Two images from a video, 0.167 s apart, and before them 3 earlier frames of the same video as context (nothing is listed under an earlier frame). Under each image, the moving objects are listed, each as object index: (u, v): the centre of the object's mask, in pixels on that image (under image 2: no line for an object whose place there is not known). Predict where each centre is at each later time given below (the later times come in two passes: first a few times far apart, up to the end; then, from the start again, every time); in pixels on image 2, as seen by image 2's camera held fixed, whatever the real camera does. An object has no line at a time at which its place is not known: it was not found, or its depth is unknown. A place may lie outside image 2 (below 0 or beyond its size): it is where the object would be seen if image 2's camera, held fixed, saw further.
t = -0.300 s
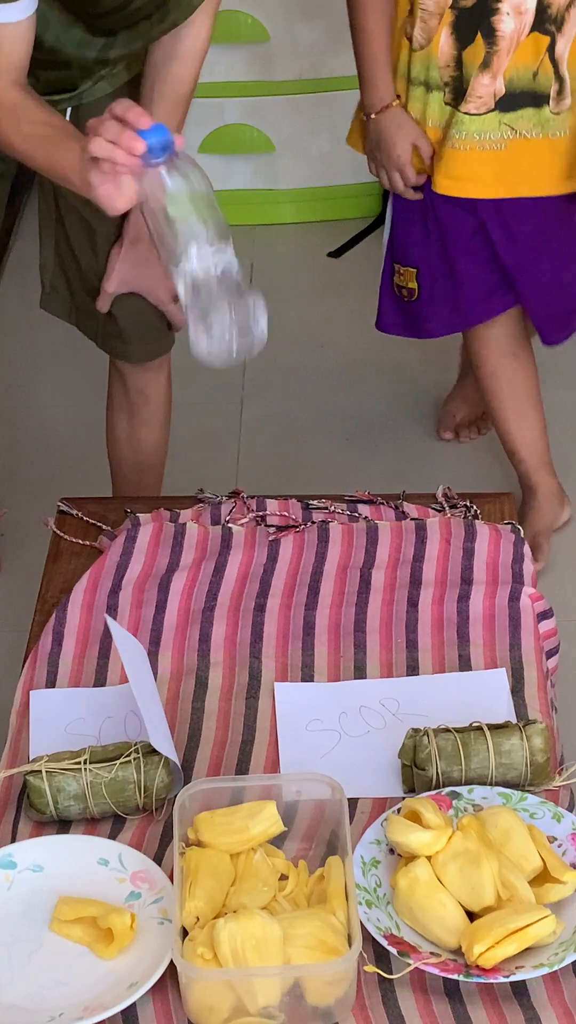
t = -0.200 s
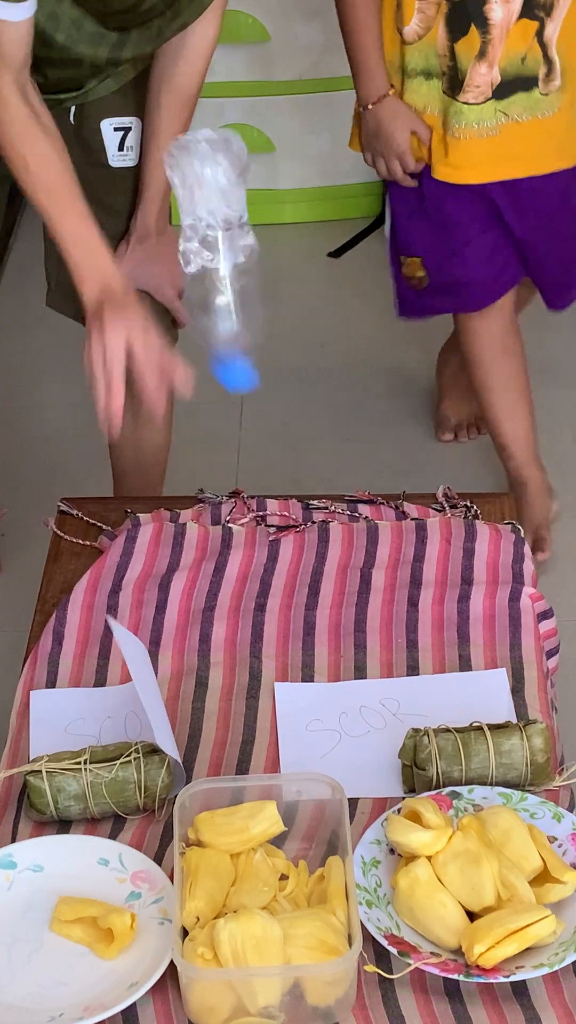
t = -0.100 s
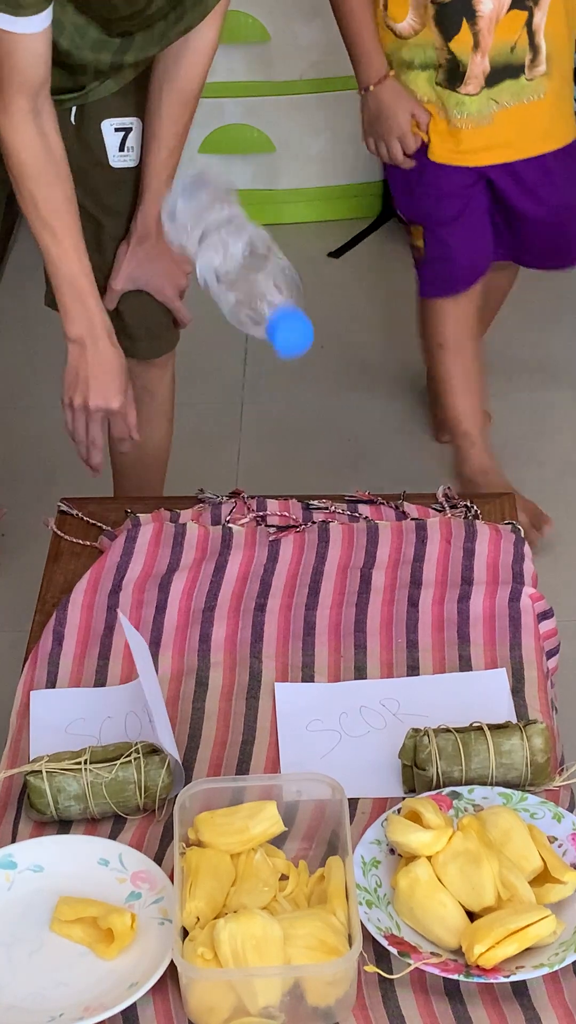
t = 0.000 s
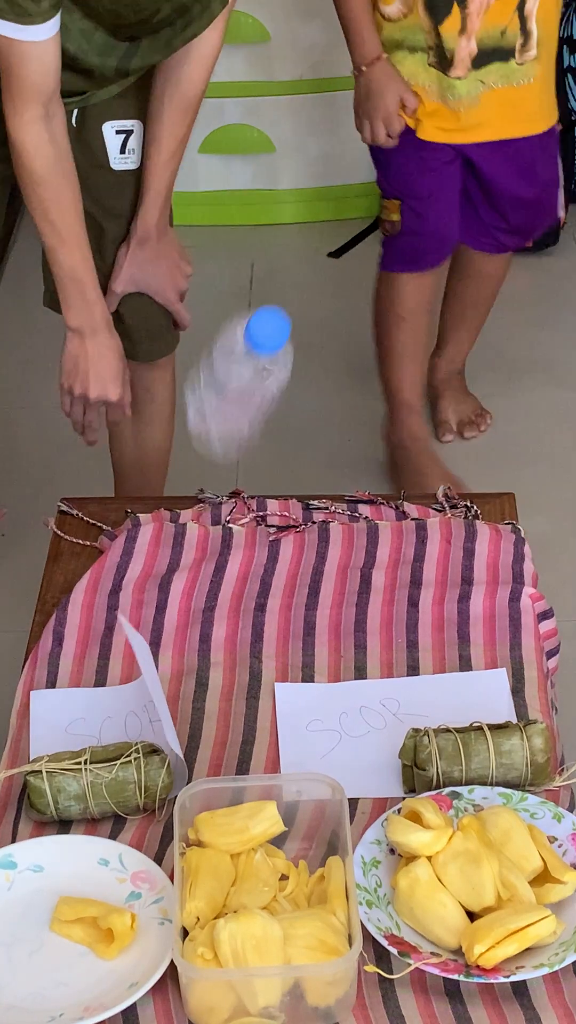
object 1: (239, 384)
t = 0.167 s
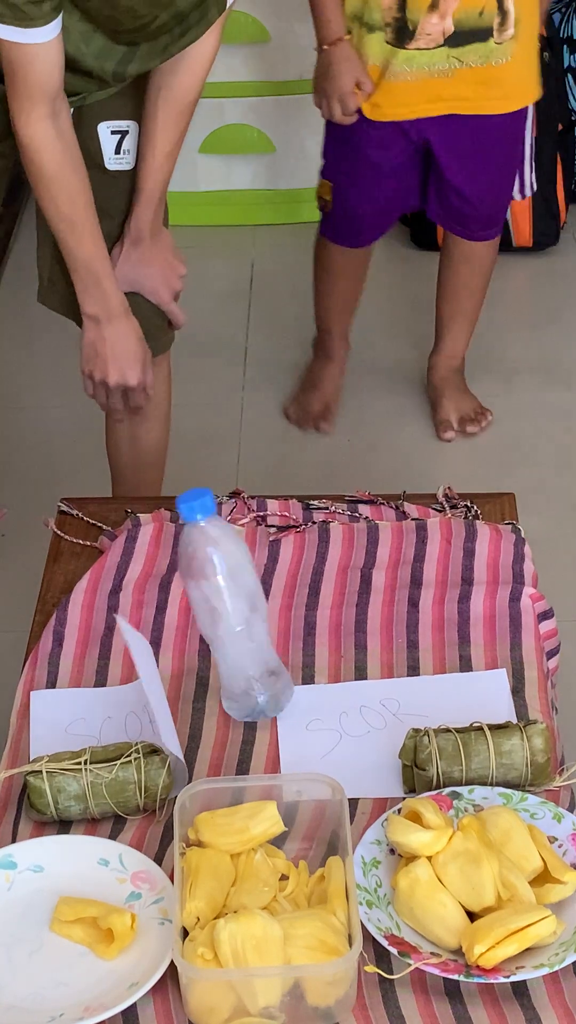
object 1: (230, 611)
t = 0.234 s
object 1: (217, 613)
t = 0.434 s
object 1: (136, 653)
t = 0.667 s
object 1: (124, 665)
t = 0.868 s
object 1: (125, 664)
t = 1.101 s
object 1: (125, 665)
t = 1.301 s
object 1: (125, 665)
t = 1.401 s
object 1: (125, 664)
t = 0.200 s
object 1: (225, 612)
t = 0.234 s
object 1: (217, 613)
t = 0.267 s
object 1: (209, 614)
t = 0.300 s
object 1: (200, 615)
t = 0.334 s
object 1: (187, 617)
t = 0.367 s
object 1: (172, 624)
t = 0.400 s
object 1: (153, 634)
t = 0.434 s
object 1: (136, 653)
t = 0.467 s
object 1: (128, 667)
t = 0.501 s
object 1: (124, 666)
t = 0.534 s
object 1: (125, 665)
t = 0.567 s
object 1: (125, 665)
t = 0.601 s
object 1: (124, 665)
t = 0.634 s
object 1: (124, 667)
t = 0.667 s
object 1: (124, 665)
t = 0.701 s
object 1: (124, 666)
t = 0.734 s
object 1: (124, 665)
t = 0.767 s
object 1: (124, 665)
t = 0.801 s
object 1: (124, 665)
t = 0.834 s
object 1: (124, 665)
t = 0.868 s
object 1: (125, 664)
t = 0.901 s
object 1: (124, 664)
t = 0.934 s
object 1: (124, 665)
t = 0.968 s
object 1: (125, 664)
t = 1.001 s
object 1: (124, 665)
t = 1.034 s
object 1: (124, 664)
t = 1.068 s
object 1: (125, 664)
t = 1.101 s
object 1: (125, 665)
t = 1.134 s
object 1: (125, 665)
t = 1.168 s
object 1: (125, 664)
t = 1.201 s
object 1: (124, 665)
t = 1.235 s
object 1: (125, 665)
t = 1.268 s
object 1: (125, 665)
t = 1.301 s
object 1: (125, 665)
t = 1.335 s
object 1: (125, 665)
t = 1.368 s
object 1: (124, 665)
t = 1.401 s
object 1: (125, 664)
